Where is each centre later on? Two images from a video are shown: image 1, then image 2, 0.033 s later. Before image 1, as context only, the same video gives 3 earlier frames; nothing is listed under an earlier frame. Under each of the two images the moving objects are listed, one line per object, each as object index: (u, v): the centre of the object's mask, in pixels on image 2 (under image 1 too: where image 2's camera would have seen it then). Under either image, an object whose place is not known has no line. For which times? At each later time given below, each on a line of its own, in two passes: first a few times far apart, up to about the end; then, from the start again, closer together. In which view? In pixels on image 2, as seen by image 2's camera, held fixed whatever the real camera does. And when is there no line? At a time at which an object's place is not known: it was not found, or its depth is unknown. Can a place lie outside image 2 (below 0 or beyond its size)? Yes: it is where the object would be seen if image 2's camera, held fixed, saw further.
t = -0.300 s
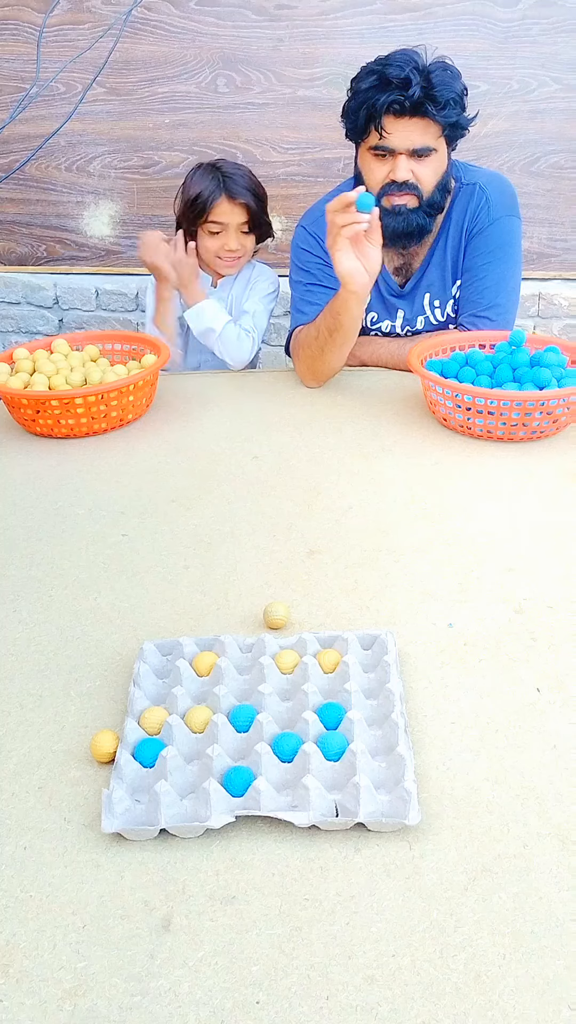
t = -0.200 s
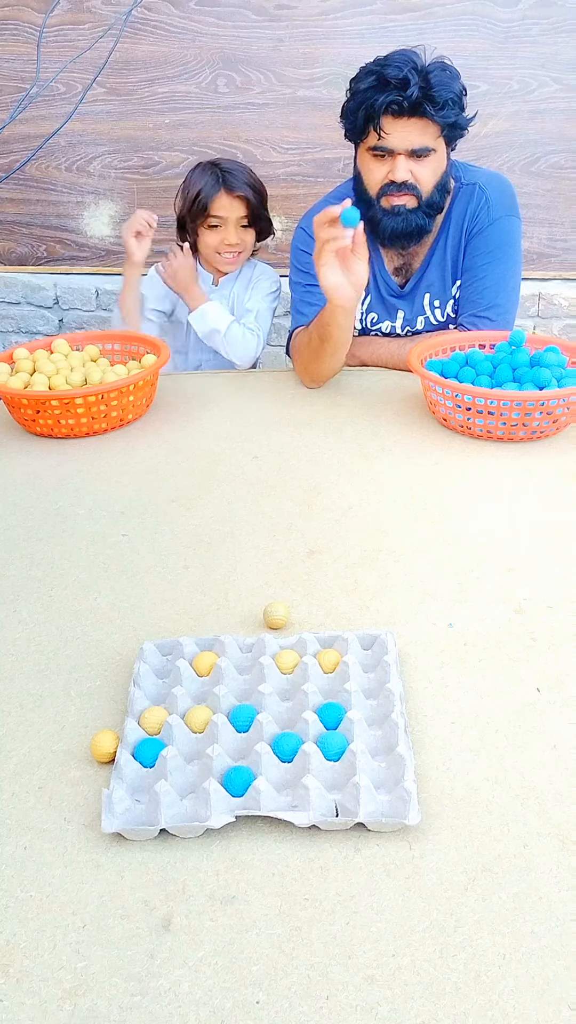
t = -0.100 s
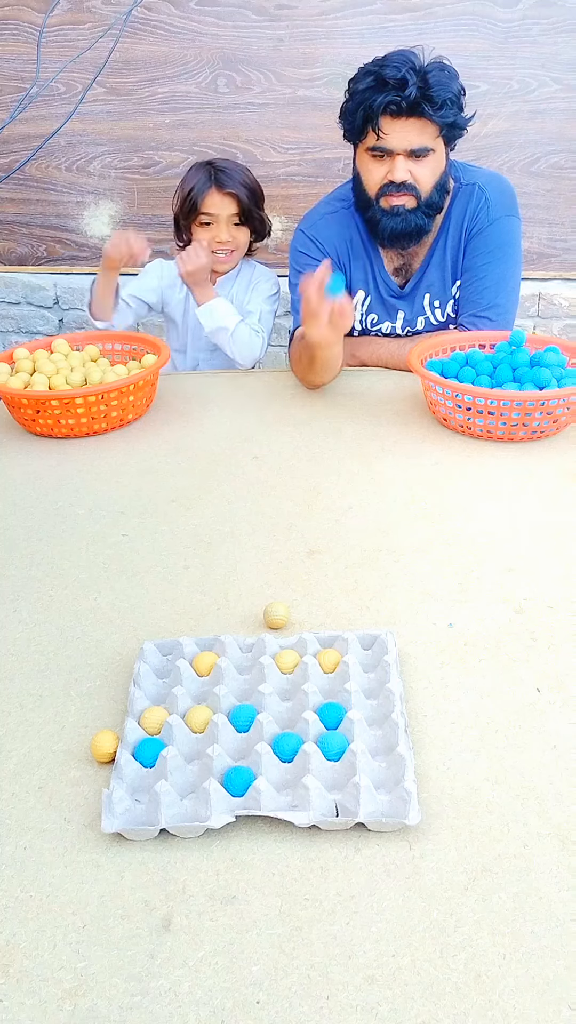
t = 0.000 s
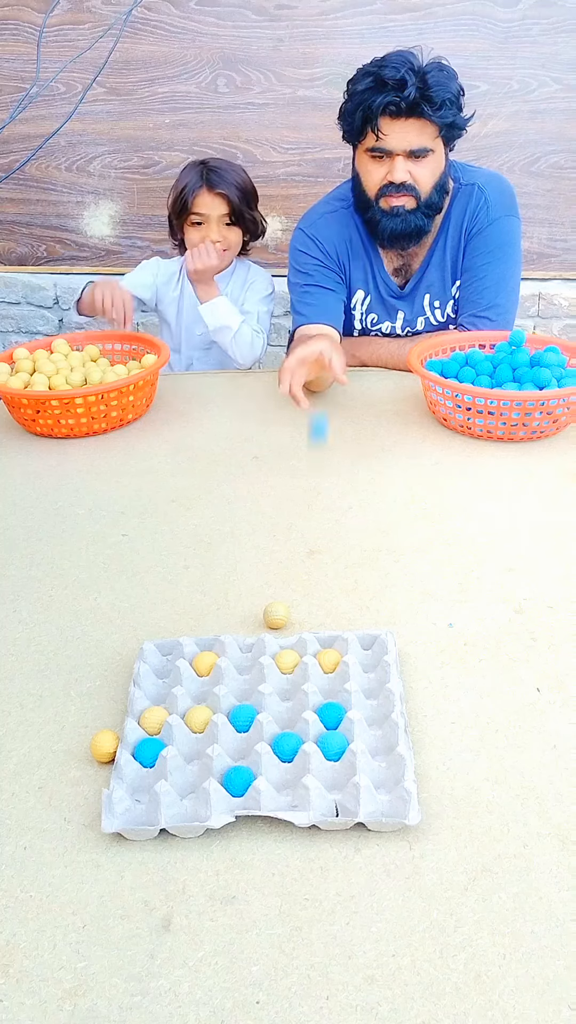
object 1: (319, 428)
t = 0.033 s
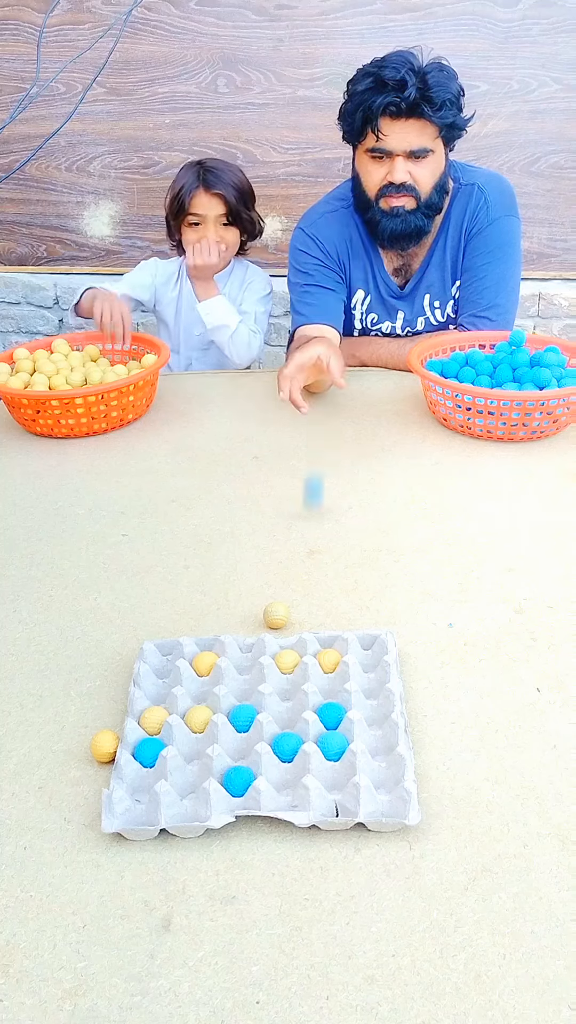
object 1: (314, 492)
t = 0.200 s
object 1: (294, 424)
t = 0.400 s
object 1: (285, 562)
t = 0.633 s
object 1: (254, 581)
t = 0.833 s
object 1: (226, 725)
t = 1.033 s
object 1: (247, 753)
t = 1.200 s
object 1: (261, 759)
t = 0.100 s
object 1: (305, 463)
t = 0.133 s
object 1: (301, 443)
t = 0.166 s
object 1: (298, 430)
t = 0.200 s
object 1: (294, 424)
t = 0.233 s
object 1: (291, 427)
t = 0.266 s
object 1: (289, 438)
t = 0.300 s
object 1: (287, 456)
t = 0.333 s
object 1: (285, 484)
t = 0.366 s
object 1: (284, 520)
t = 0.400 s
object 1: (285, 562)
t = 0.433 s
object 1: (285, 614)
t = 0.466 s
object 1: (280, 616)
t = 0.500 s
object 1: (274, 592)
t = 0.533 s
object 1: (268, 577)
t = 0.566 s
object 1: (263, 571)
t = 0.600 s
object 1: (258, 572)
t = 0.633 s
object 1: (254, 581)
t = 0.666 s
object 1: (250, 599)
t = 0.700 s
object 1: (248, 629)
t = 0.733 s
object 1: (247, 666)
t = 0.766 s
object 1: (245, 704)
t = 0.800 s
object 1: (239, 713)
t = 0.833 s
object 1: (226, 725)
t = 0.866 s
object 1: (226, 724)
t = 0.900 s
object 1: (232, 728)
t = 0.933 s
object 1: (238, 741)
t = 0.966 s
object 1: (242, 748)
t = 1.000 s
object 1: (243, 751)
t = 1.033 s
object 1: (247, 753)
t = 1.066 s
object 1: (251, 756)
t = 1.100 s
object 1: (255, 760)
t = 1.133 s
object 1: (258, 759)
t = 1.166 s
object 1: (259, 759)
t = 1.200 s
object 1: (261, 759)
